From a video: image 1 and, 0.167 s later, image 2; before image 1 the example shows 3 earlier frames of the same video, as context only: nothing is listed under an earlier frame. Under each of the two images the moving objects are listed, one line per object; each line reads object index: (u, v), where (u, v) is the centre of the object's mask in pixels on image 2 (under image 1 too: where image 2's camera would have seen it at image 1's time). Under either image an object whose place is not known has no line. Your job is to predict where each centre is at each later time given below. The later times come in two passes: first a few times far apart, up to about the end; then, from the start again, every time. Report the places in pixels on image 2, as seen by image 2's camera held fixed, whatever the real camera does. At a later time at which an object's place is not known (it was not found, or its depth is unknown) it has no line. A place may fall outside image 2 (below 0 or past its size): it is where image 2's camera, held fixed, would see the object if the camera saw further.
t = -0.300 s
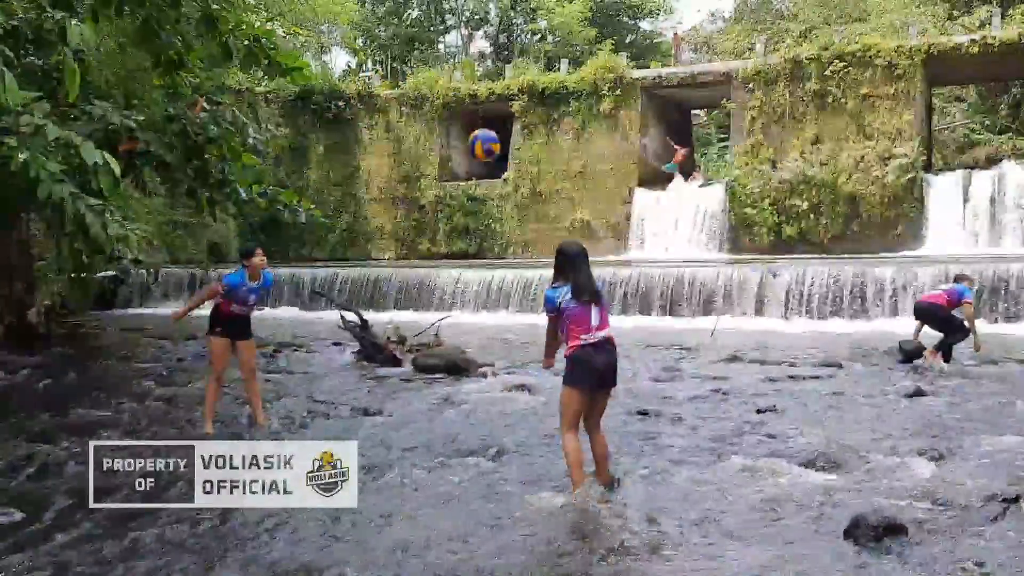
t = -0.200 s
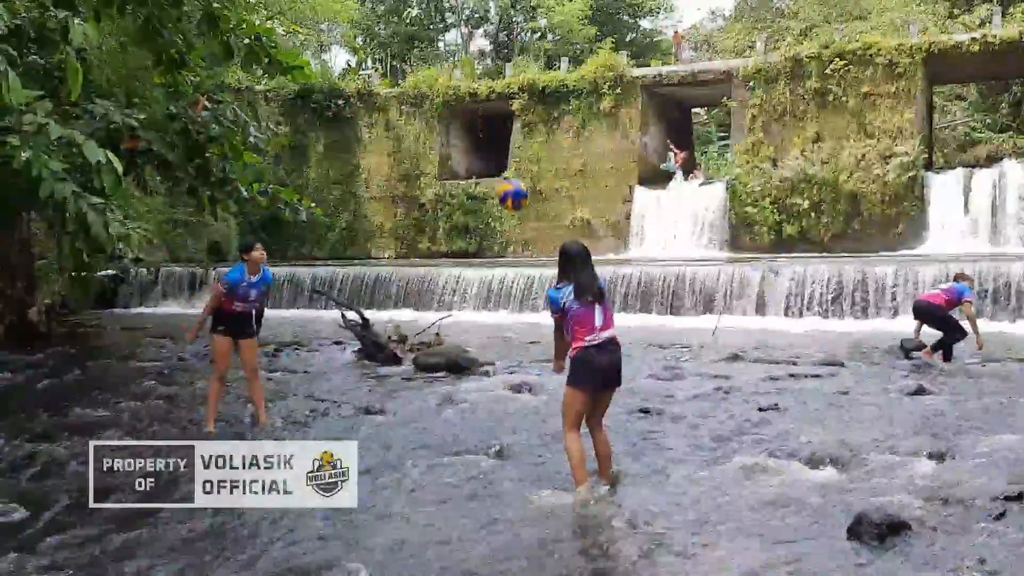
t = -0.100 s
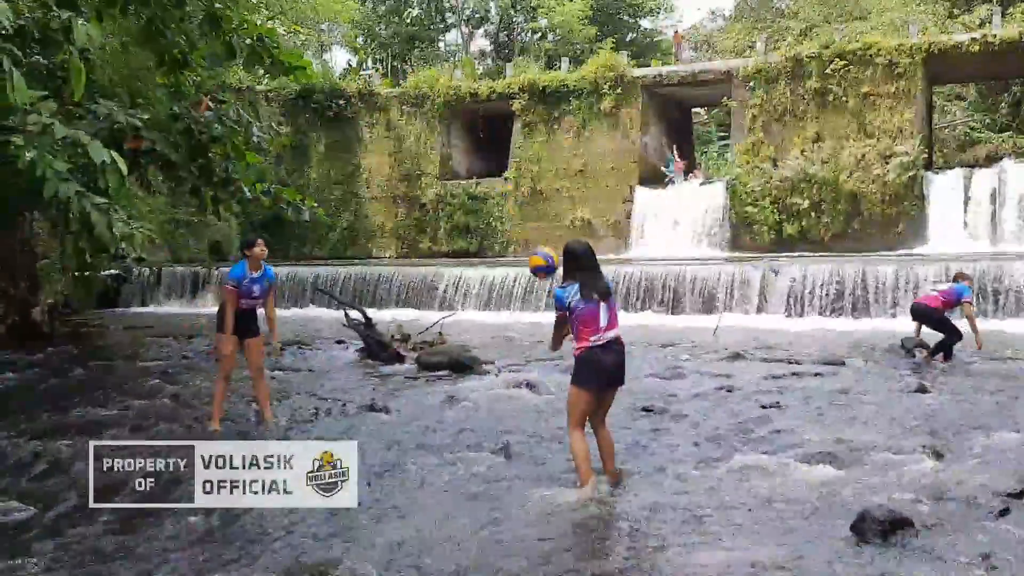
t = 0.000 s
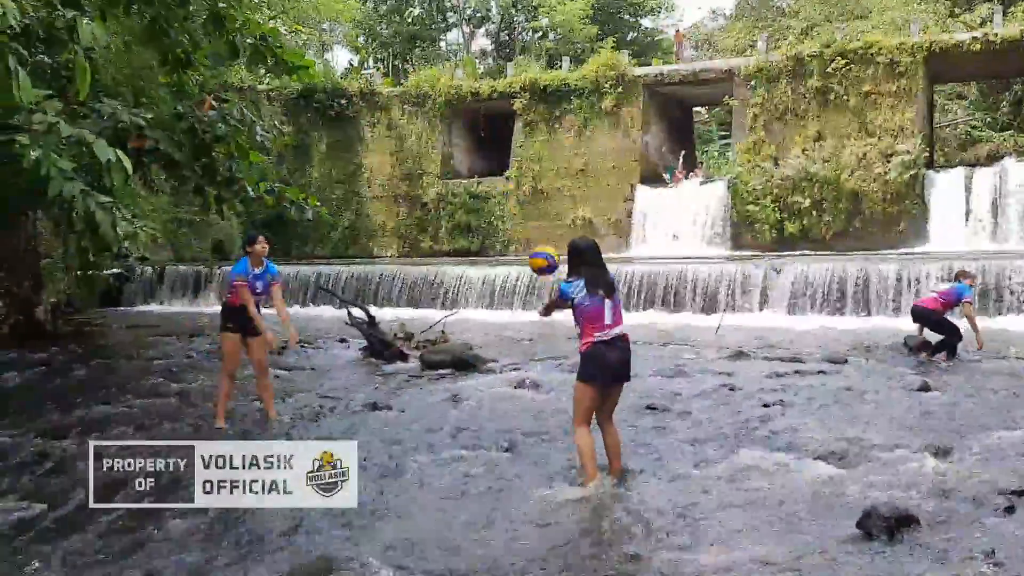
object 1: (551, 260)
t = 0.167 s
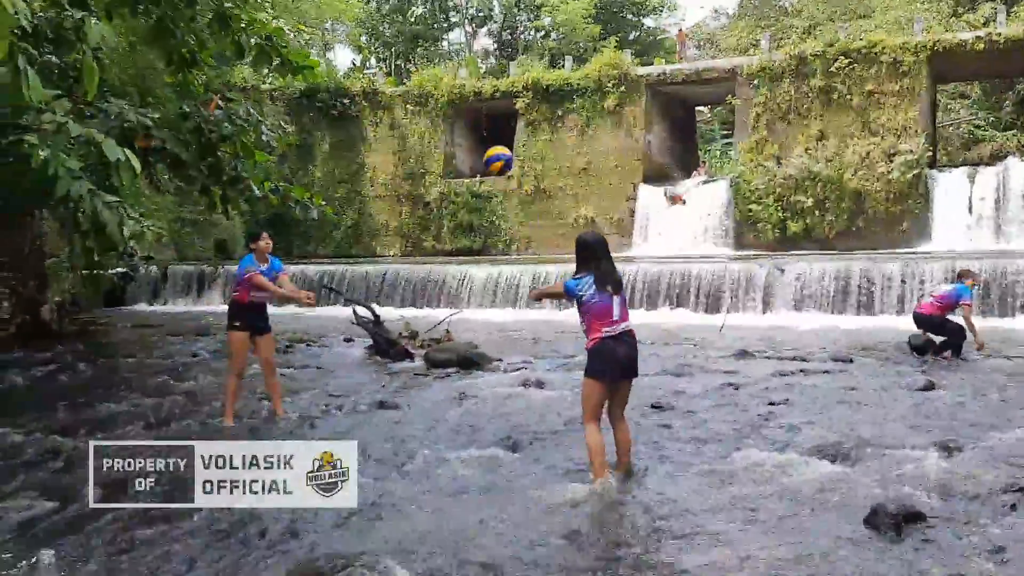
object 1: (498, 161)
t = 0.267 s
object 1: (471, 123)
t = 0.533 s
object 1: (402, 93)
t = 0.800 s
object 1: (344, 155)
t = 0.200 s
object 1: (489, 146)
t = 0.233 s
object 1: (480, 134)
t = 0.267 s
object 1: (471, 123)
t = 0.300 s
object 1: (462, 114)
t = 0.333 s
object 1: (453, 107)
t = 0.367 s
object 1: (444, 100)
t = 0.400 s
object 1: (435, 97)
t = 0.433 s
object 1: (428, 94)
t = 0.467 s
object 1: (418, 92)
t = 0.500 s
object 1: (411, 93)
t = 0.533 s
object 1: (402, 93)
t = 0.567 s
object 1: (394, 97)
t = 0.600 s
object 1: (387, 100)
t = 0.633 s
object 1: (378, 107)
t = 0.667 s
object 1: (370, 114)
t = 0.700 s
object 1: (363, 123)
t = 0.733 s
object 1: (357, 132)
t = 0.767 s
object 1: (351, 144)
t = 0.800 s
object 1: (344, 155)
